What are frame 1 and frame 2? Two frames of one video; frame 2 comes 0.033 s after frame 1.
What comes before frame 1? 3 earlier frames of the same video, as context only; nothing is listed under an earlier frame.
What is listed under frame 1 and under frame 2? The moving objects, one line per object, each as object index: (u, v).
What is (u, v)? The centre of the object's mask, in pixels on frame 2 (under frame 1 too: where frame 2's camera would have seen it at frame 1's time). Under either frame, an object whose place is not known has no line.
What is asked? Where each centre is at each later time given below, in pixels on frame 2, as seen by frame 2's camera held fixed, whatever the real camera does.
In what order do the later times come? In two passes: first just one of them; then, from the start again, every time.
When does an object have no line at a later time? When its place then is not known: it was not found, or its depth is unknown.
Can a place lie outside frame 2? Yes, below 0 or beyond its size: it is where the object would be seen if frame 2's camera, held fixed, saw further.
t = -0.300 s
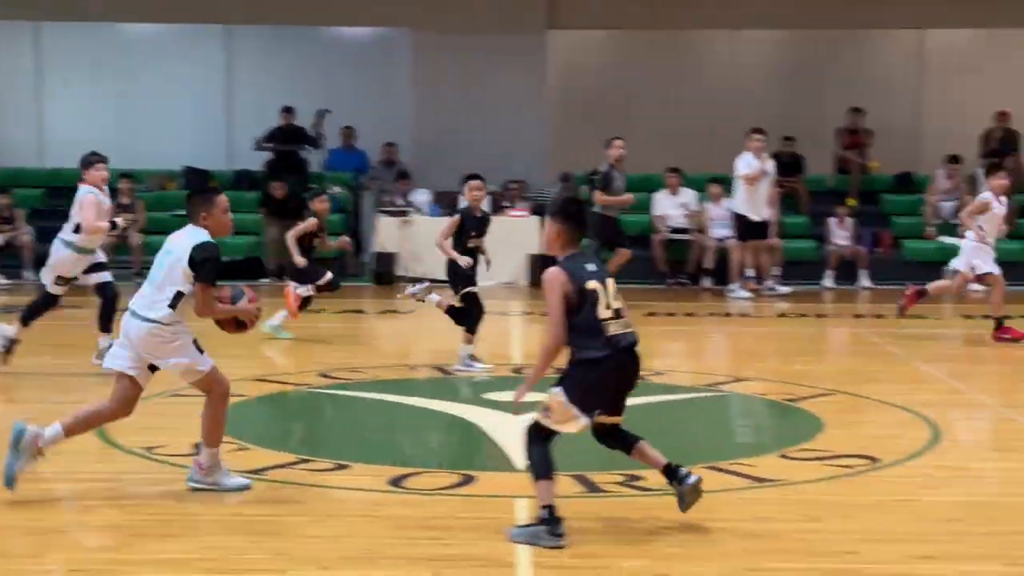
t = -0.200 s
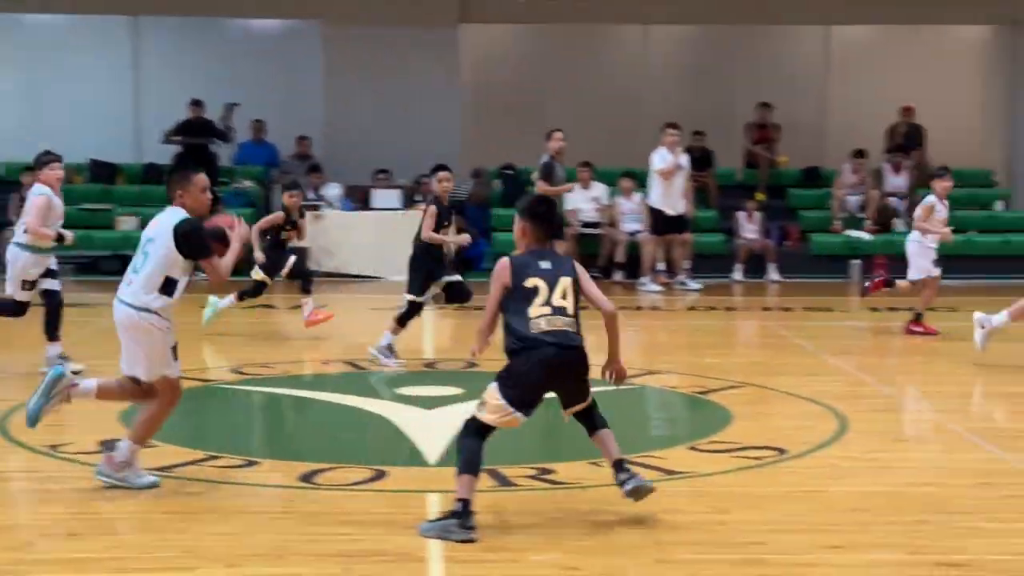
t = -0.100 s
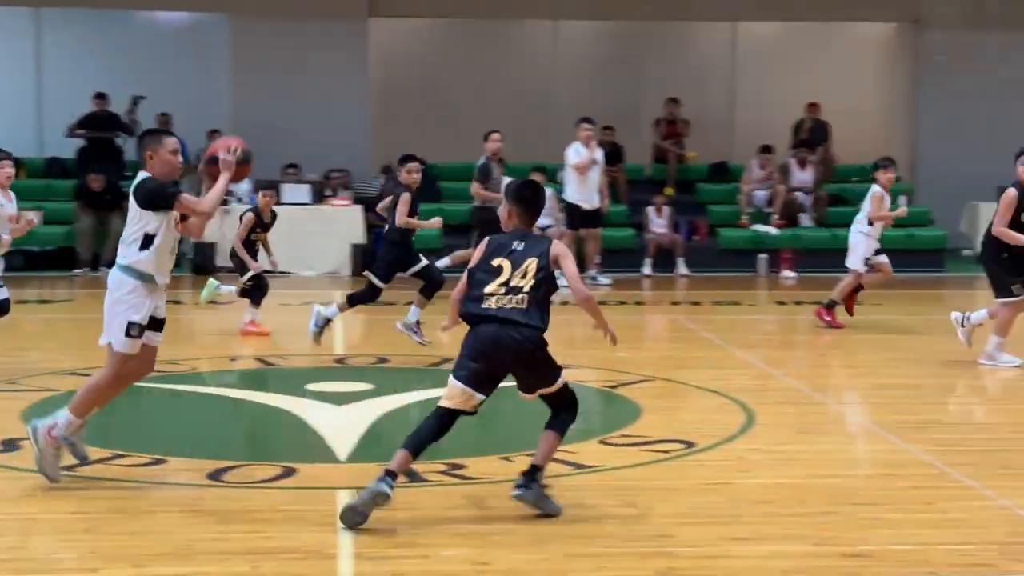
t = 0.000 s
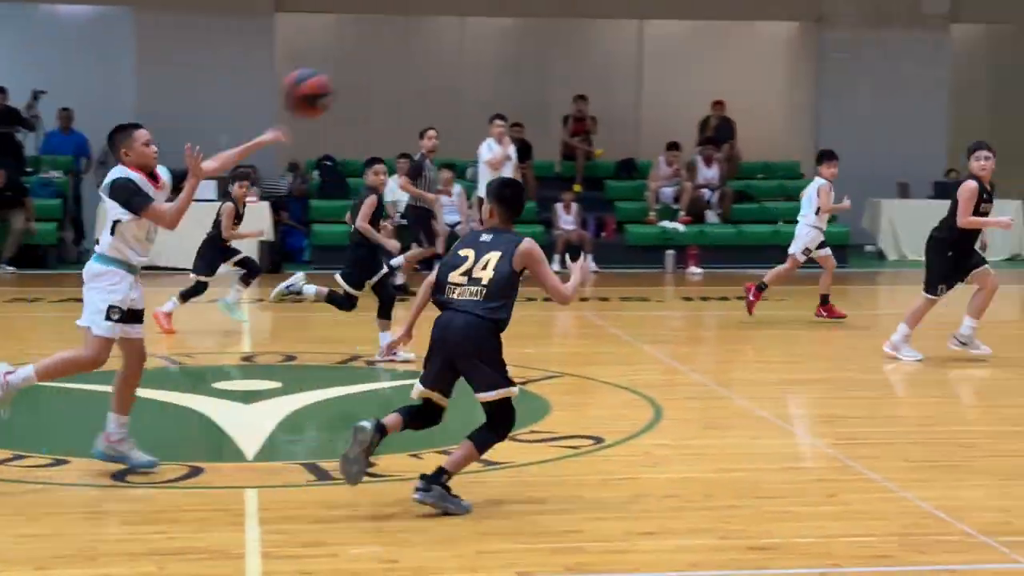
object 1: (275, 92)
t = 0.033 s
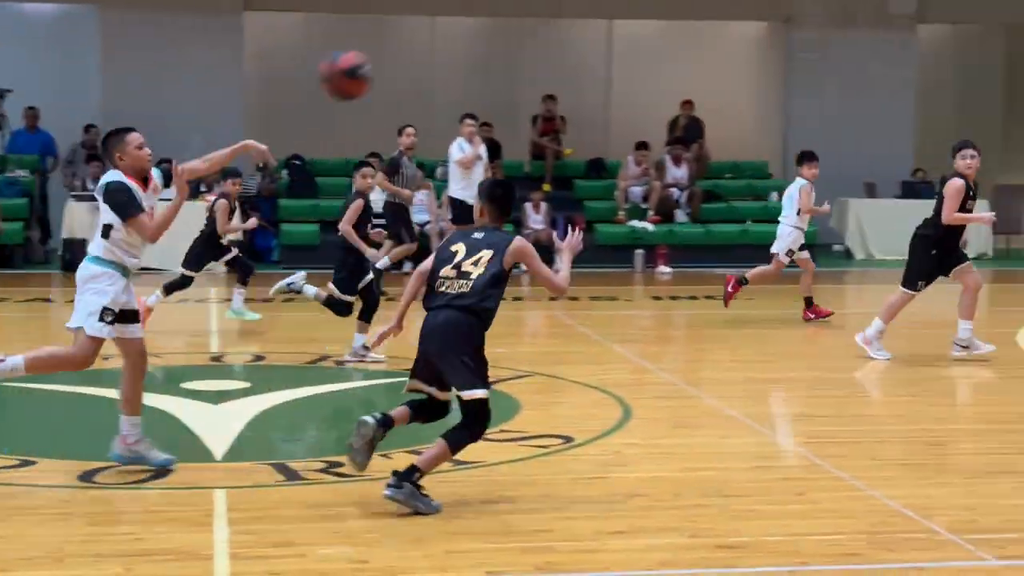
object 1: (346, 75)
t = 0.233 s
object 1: (758, 17)
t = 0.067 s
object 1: (415, 61)
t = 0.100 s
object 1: (484, 48)
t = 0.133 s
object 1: (552, 38)
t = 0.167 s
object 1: (620, 30)
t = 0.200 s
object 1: (688, 23)
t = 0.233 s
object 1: (758, 17)
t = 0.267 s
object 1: (826, 14)
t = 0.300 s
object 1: (894, 14)
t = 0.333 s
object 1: (964, 16)
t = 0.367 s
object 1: (1033, 19)
